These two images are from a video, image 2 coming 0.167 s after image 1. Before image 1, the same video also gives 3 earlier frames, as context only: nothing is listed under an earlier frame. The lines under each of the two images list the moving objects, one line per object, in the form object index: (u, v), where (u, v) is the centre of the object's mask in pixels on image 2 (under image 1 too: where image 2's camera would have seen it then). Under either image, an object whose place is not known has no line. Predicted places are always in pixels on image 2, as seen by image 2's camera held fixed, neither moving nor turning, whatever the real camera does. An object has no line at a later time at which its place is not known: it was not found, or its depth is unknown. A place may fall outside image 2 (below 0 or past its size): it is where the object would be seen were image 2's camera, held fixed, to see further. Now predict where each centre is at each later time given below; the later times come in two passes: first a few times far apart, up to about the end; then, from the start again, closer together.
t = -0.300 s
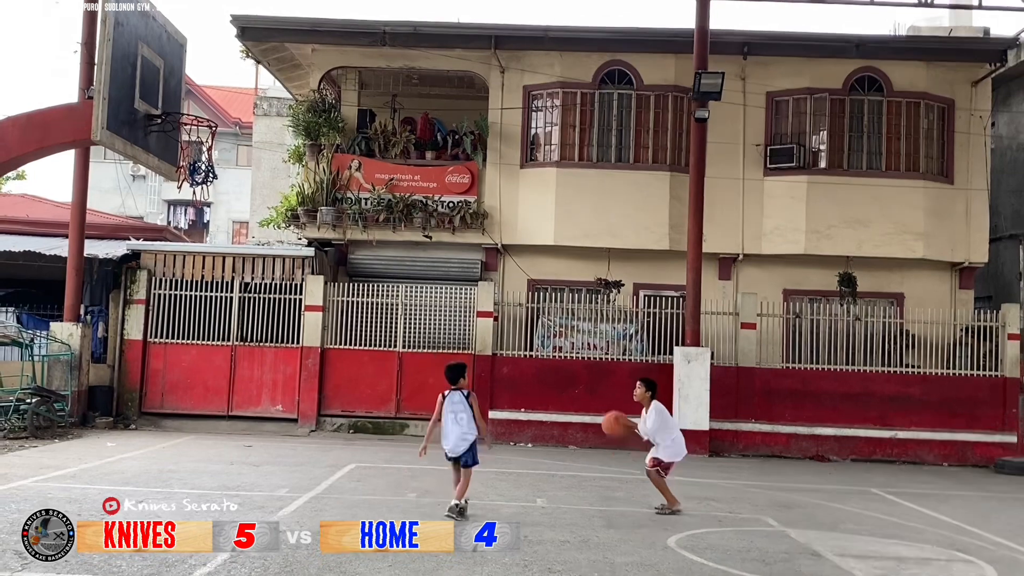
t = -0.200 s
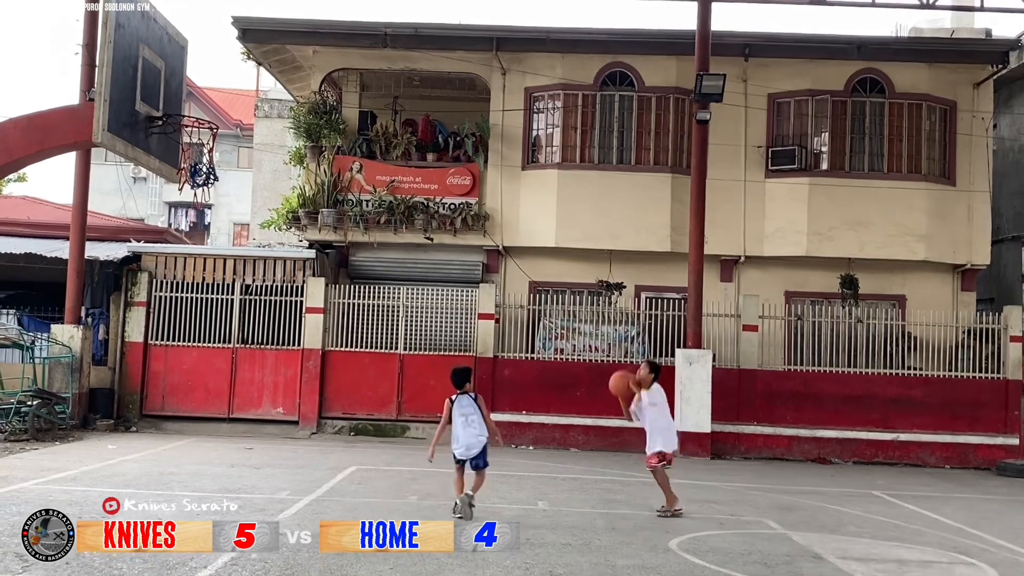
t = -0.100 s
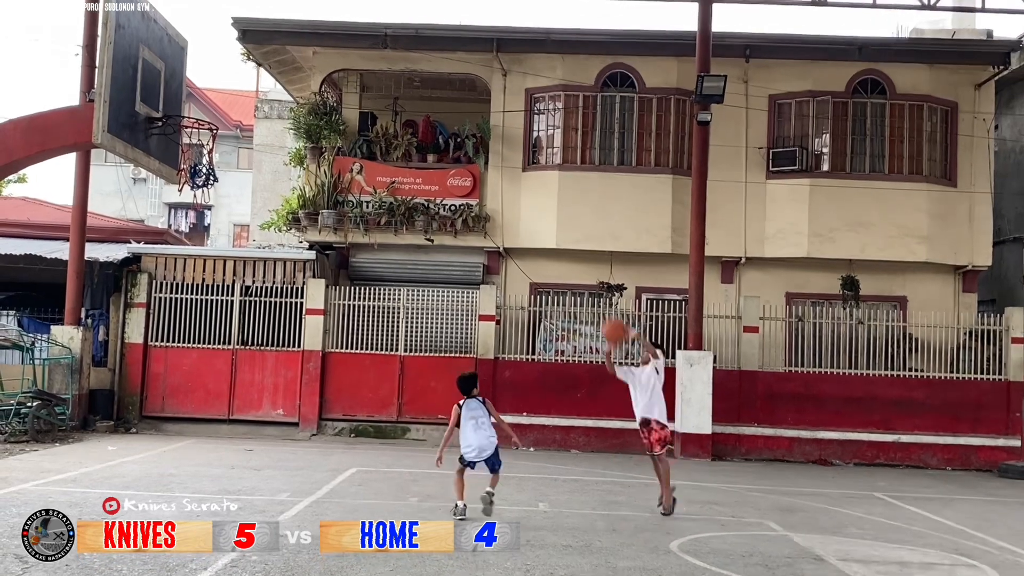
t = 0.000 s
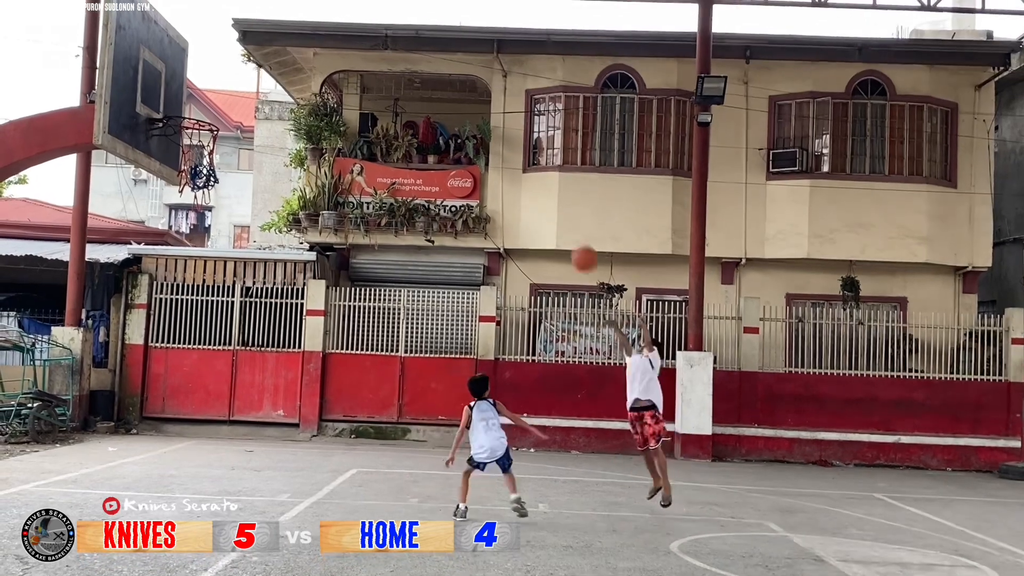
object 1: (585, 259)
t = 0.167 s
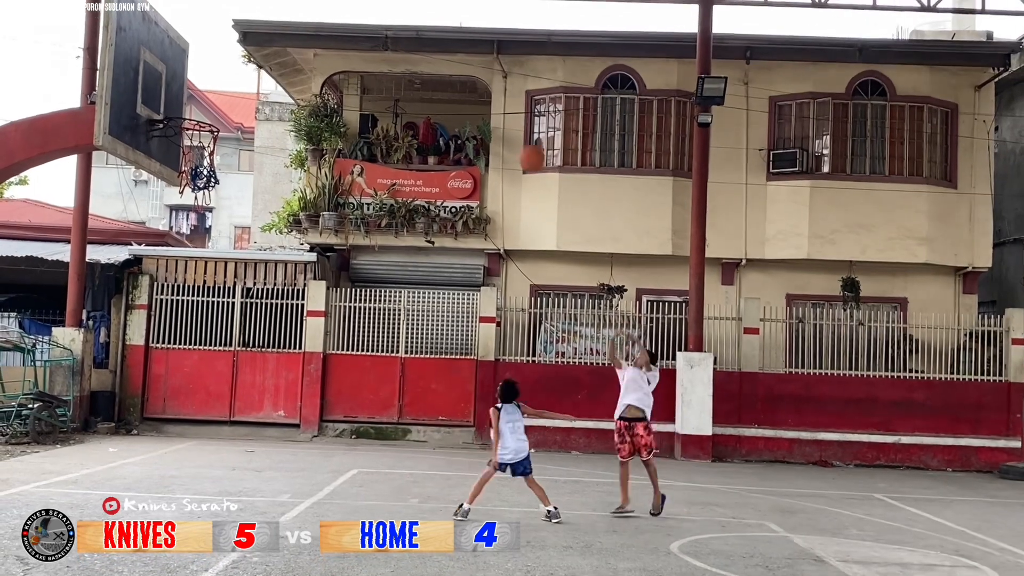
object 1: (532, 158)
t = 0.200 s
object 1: (521, 142)
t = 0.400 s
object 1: (451, 64)
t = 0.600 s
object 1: (375, 29)
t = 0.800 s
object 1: (292, 39)
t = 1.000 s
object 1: (201, 101)
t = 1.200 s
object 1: (213, 97)
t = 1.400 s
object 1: (264, 84)
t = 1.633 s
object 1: (322, 136)
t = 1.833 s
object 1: (370, 241)
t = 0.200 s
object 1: (521, 142)
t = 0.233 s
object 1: (509, 126)
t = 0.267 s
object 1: (497, 111)
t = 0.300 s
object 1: (485, 97)
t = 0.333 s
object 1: (475, 86)
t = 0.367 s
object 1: (463, 75)
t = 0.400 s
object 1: (451, 64)
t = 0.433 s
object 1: (438, 55)
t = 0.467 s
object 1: (426, 47)
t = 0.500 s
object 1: (414, 41)
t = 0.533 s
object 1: (401, 36)
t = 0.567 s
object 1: (388, 33)
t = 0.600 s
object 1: (375, 29)
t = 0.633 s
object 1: (362, 27)
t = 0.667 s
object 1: (348, 27)
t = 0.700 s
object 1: (334, 28)
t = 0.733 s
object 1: (320, 31)
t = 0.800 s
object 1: (292, 39)
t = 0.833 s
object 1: (277, 46)
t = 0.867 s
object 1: (264, 54)
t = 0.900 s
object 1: (249, 63)
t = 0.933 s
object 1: (233, 74)
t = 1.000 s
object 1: (201, 101)
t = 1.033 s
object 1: (188, 114)
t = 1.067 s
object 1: (188, 118)
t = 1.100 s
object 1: (189, 122)
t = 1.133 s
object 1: (198, 113)
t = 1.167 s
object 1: (205, 104)
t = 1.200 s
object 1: (213, 97)
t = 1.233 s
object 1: (222, 92)
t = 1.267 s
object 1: (230, 87)
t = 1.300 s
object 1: (239, 84)
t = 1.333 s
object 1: (247, 83)
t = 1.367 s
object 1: (256, 82)
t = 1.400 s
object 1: (264, 84)
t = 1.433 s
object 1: (273, 87)
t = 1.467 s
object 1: (281, 91)
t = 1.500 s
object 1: (290, 97)
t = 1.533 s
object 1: (298, 105)
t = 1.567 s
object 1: (306, 113)
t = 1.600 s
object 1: (314, 123)
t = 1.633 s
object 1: (322, 136)
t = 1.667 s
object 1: (330, 149)
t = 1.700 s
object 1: (338, 164)
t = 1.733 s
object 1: (346, 179)
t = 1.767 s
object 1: (354, 199)
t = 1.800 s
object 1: (362, 221)
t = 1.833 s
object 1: (370, 241)
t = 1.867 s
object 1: (379, 265)
